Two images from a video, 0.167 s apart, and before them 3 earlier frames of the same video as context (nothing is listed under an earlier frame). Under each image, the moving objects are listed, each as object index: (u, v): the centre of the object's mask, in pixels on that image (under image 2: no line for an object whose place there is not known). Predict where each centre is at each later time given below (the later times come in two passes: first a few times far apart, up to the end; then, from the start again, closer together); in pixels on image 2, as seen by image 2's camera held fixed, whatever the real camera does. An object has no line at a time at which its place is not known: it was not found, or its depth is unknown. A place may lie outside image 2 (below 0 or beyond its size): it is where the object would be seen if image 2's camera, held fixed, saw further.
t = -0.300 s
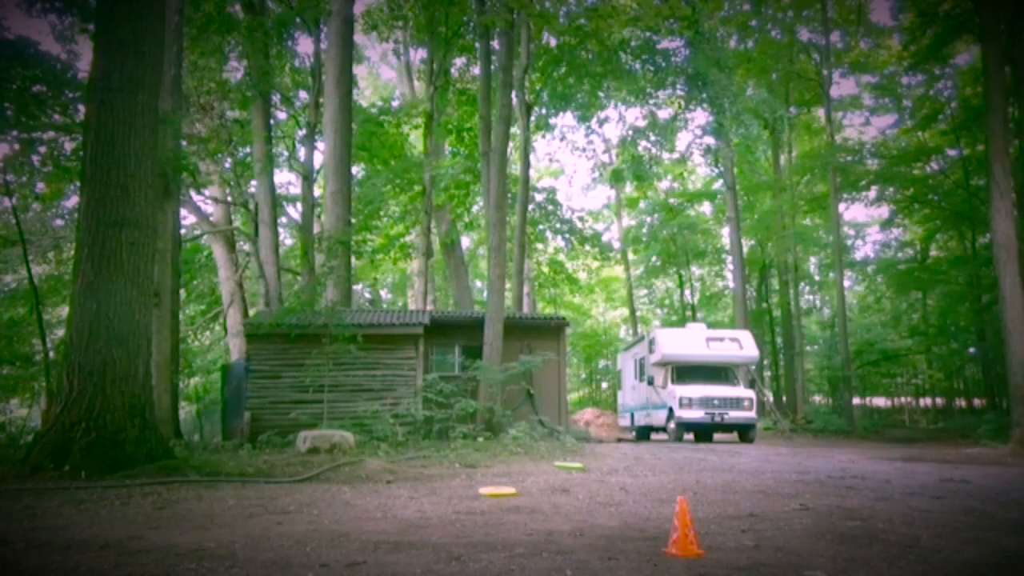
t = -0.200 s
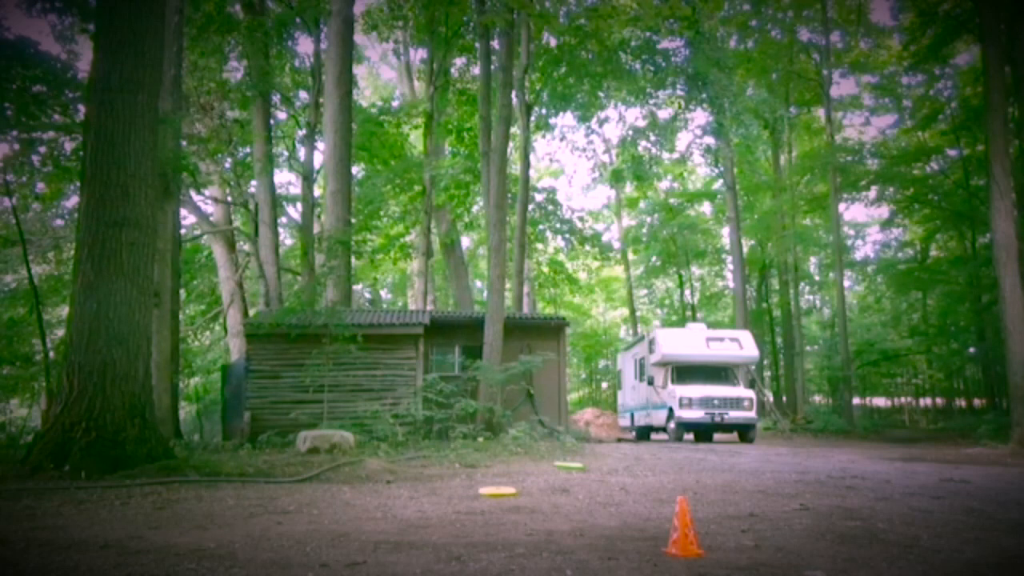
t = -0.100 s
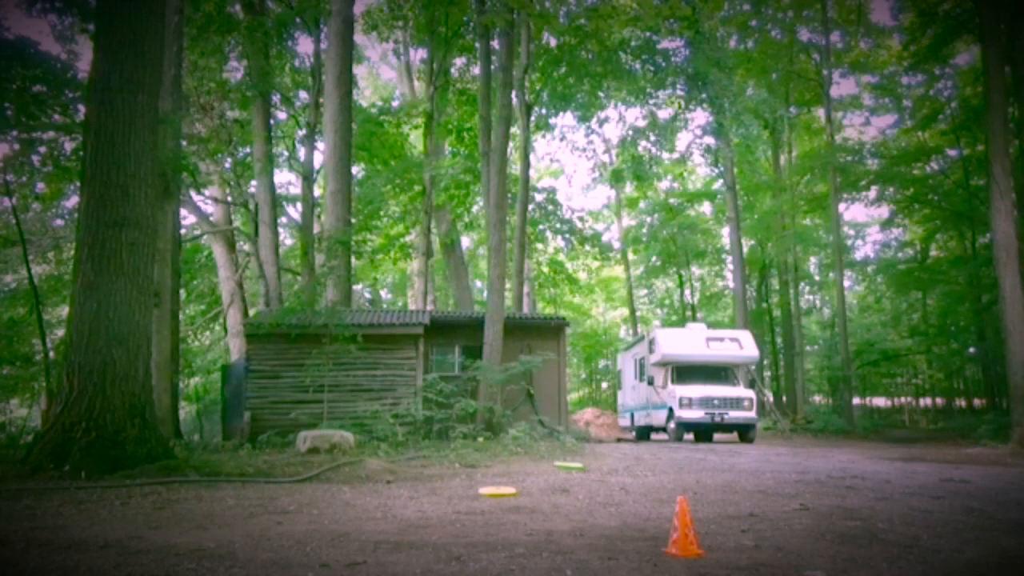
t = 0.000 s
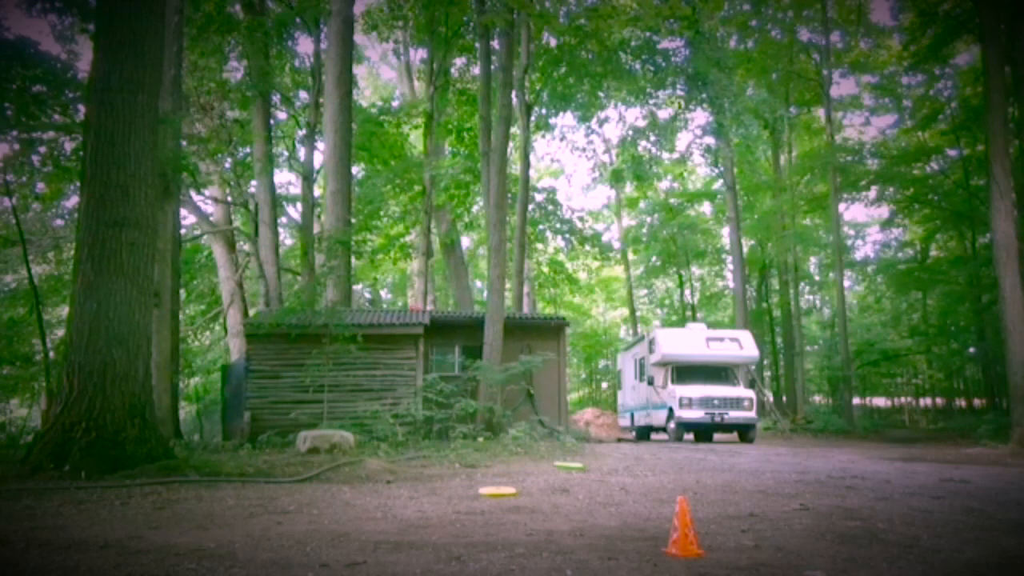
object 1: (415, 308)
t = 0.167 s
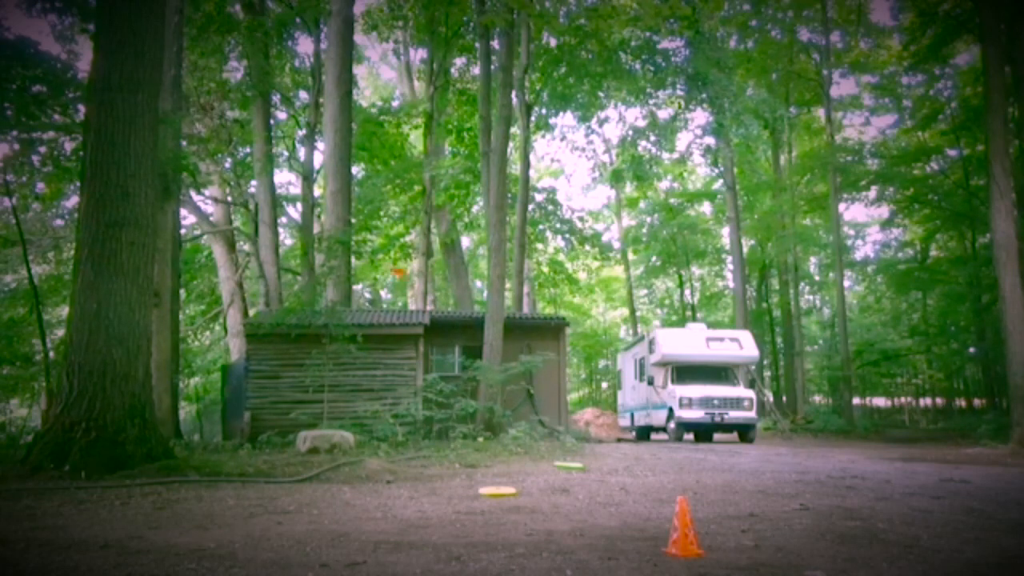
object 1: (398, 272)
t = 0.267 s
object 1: (388, 250)
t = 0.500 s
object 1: (367, 207)
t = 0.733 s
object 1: (346, 169)
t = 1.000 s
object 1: (334, 141)
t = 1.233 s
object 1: (329, 131)
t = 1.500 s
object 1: (339, 139)
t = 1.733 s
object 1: (363, 171)
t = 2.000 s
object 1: (414, 244)
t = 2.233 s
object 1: (480, 353)
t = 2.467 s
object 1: (573, 524)
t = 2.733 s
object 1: (613, 529)
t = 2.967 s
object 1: (623, 533)
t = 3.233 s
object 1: (623, 533)
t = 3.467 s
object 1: (623, 533)
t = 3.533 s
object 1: (623, 533)
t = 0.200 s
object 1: (394, 265)
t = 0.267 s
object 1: (388, 250)
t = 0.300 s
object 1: (384, 244)
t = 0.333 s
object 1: (381, 237)
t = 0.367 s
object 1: (378, 230)
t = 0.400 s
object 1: (375, 225)
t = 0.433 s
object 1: (371, 218)
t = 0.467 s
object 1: (369, 213)
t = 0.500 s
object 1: (367, 207)
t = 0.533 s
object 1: (362, 199)
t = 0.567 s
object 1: (359, 194)
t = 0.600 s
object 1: (357, 189)
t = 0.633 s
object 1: (355, 184)
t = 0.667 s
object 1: (351, 179)
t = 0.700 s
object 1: (348, 174)
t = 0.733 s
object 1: (346, 169)
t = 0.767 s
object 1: (344, 164)
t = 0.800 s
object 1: (343, 161)
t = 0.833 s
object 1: (342, 157)
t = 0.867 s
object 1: (340, 154)
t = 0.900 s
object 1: (337, 150)
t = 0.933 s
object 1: (336, 147)
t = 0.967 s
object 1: (335, 143)
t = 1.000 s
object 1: (334, 141)
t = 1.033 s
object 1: (332, 139)
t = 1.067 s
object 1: (332, 137)
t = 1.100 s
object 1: (330, 135)
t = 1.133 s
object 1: (330, 134)
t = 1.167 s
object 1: (329, 132)
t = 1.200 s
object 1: (329, 131)
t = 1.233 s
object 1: (329, 131)
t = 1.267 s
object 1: (330, 131)
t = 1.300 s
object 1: (330, 131)
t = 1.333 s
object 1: (330, 131)
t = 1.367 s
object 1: (332, 131)
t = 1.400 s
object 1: (333, 133)
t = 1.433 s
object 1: (335, 135)
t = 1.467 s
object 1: (336, 137)
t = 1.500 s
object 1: (339, 139)
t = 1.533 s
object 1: (342, 142)
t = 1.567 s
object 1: (344, 146)
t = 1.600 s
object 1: (348, 150)
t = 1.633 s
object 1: (350, 154)
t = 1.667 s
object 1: (354, 158)
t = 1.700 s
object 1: (358, 164)
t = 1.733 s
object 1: (363, 171)
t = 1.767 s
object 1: (368, 178)
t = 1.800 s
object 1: (373, 185)
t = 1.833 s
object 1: (378, 193)
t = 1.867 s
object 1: (385, 201)
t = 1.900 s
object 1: (392, 210)
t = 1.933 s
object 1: (398, 221)
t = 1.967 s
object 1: (406, 232)
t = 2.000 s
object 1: (414, 244)
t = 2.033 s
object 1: (421, 256)
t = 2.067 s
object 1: (431, 270)
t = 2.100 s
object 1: (440, 284)
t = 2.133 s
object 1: (450, 300)
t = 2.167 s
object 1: (459, 318)
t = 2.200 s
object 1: (469, 335)
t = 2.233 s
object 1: (480, 353)
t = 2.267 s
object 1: (492, 374)
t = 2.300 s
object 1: (504, 396)
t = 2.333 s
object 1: (516, 419)
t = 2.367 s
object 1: (530, 444)
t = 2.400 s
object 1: (543, 469)
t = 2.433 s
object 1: (558, 497)
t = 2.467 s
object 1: (573, 524)
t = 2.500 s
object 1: (581, 522)
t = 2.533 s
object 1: (585, 518)
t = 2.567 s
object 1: (591, 516)
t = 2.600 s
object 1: (596, 516)
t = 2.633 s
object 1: (601, 518)
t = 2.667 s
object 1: (605, 523)
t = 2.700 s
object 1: (610, 528)
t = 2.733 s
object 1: (613, 529)
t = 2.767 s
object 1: (615, 529)
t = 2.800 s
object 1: (617, 530)
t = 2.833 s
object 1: (620, 531)
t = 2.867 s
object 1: (622, 532)
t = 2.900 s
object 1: (623, 532)
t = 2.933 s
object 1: (623, 533)
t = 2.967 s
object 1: (623, 533)
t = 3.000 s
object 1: (623, 533)
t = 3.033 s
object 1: (623, 533)
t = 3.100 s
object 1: (623, 533)
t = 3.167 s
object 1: (623, 533)
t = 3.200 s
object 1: (623, 533)
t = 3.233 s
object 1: (623, 533)
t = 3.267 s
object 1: (623, 533)
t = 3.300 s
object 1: (623, 533)
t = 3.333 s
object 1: (623, 533)
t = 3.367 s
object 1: (623, 533)
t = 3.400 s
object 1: (623, 533)
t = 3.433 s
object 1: (623, 533)
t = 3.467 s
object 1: (623, 533)
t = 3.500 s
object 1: (623, 533)
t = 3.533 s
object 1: (623, 533)
